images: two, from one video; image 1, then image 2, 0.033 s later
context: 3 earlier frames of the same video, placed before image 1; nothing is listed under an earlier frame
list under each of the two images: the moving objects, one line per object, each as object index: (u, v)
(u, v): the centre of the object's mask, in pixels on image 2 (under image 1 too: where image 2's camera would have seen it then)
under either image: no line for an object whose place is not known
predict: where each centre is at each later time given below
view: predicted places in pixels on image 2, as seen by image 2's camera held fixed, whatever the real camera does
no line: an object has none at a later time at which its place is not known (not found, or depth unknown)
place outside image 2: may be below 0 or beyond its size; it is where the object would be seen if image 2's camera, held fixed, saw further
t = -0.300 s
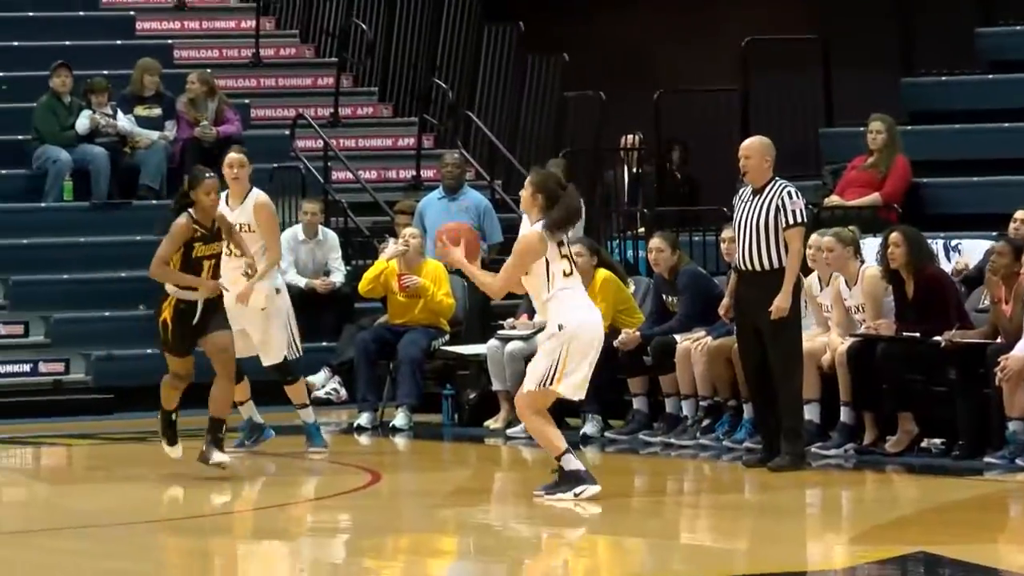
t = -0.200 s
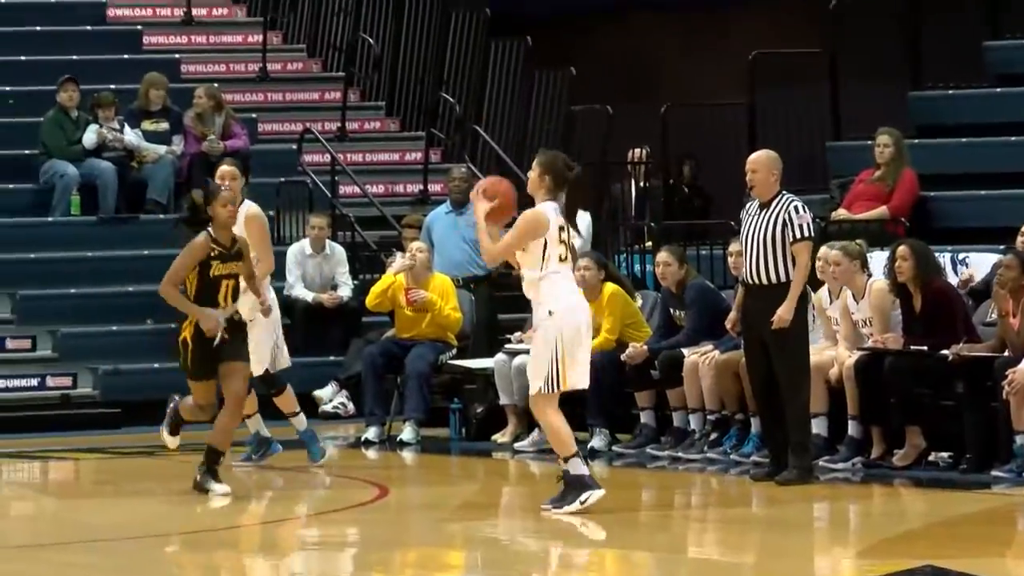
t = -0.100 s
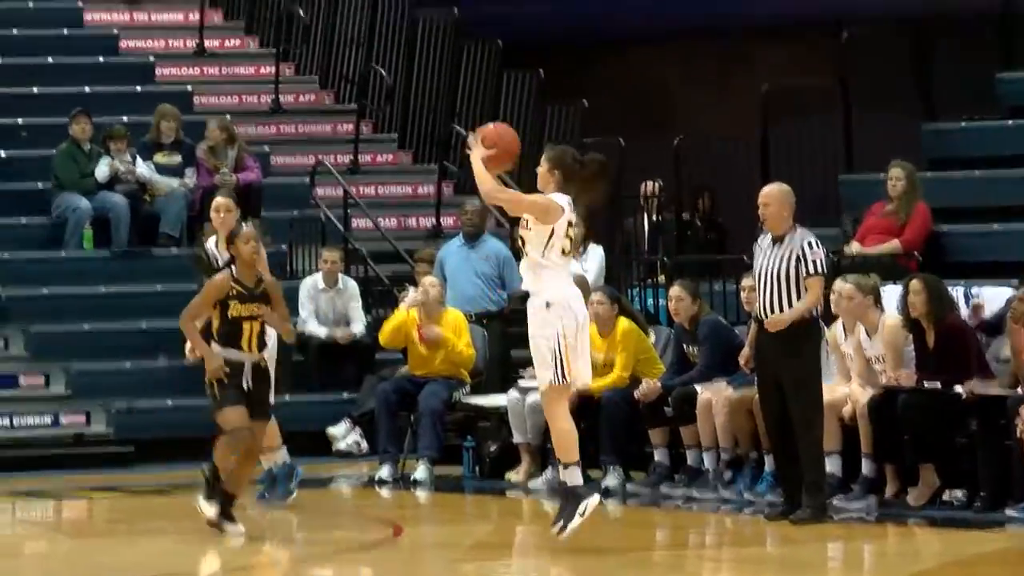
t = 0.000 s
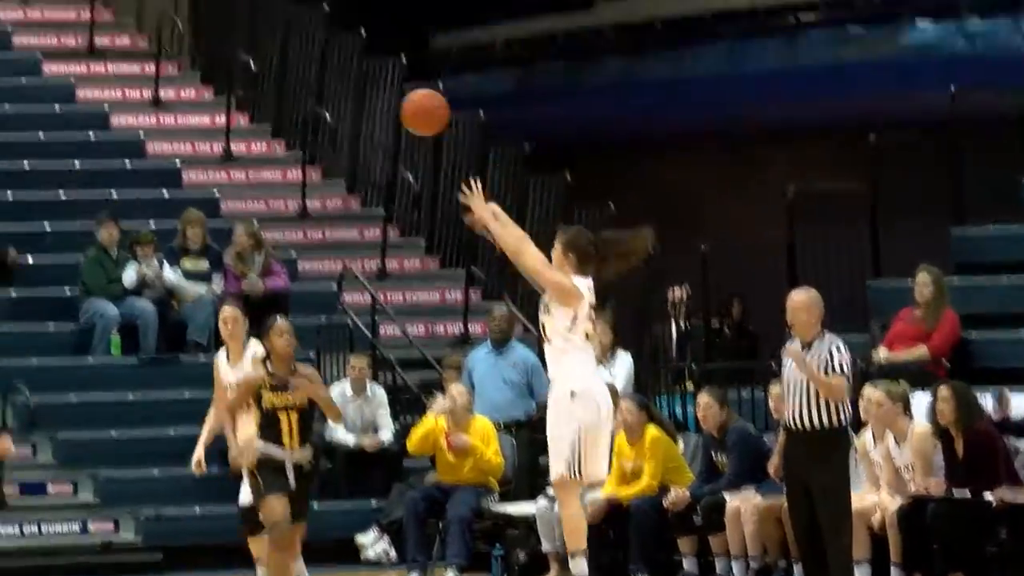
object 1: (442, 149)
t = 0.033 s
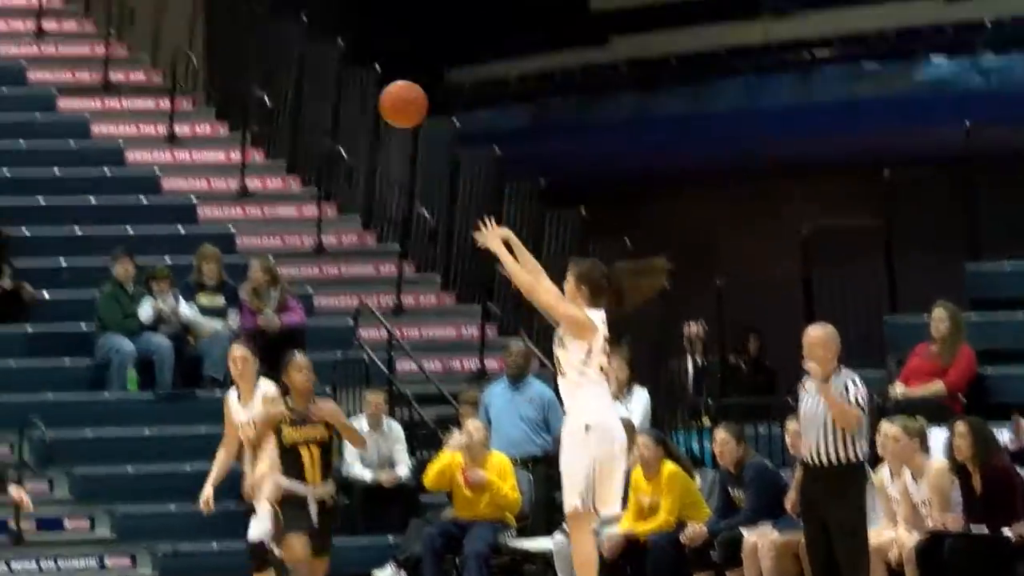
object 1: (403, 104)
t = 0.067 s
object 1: (362, 60)
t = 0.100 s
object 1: (325, 18)
